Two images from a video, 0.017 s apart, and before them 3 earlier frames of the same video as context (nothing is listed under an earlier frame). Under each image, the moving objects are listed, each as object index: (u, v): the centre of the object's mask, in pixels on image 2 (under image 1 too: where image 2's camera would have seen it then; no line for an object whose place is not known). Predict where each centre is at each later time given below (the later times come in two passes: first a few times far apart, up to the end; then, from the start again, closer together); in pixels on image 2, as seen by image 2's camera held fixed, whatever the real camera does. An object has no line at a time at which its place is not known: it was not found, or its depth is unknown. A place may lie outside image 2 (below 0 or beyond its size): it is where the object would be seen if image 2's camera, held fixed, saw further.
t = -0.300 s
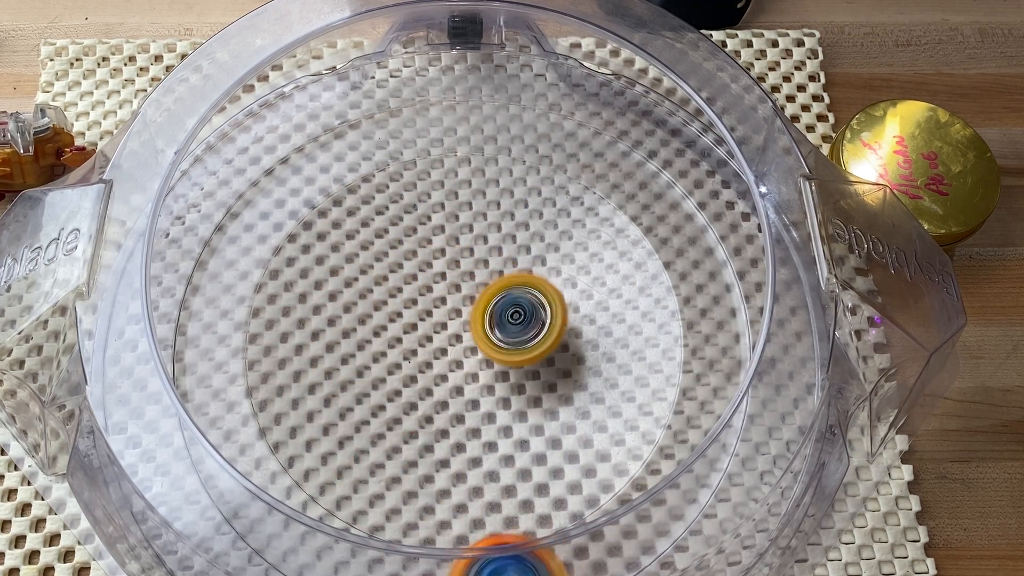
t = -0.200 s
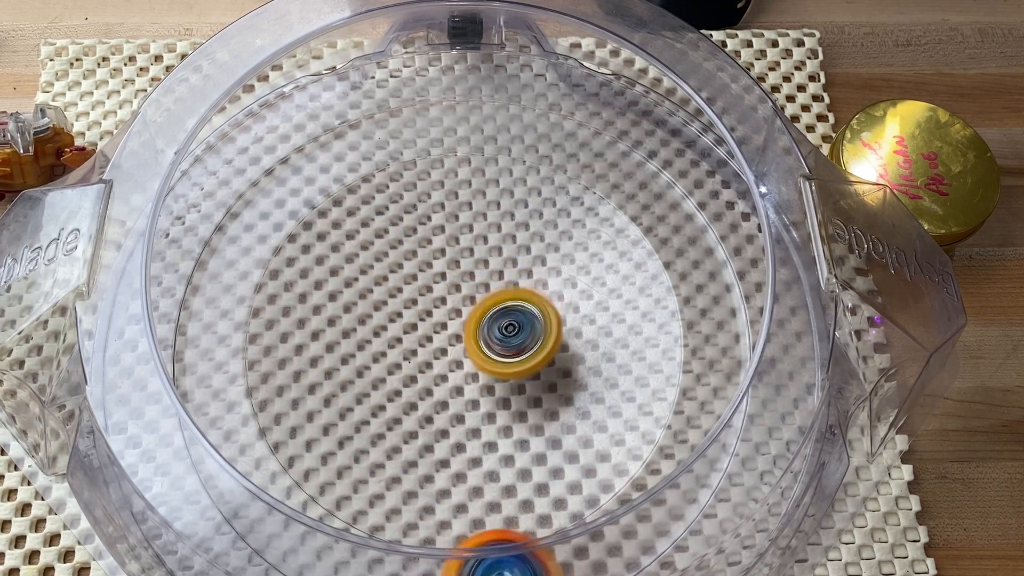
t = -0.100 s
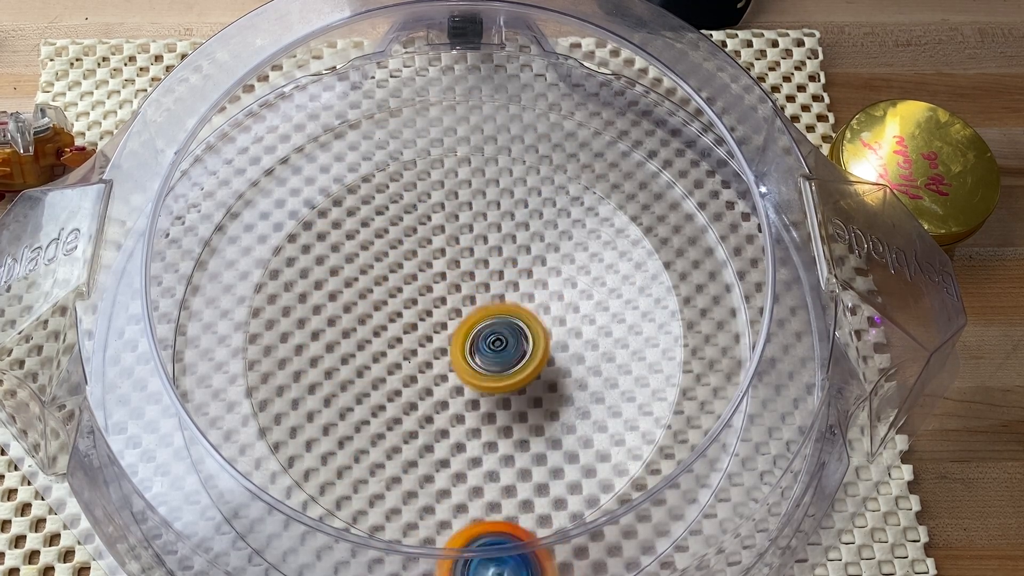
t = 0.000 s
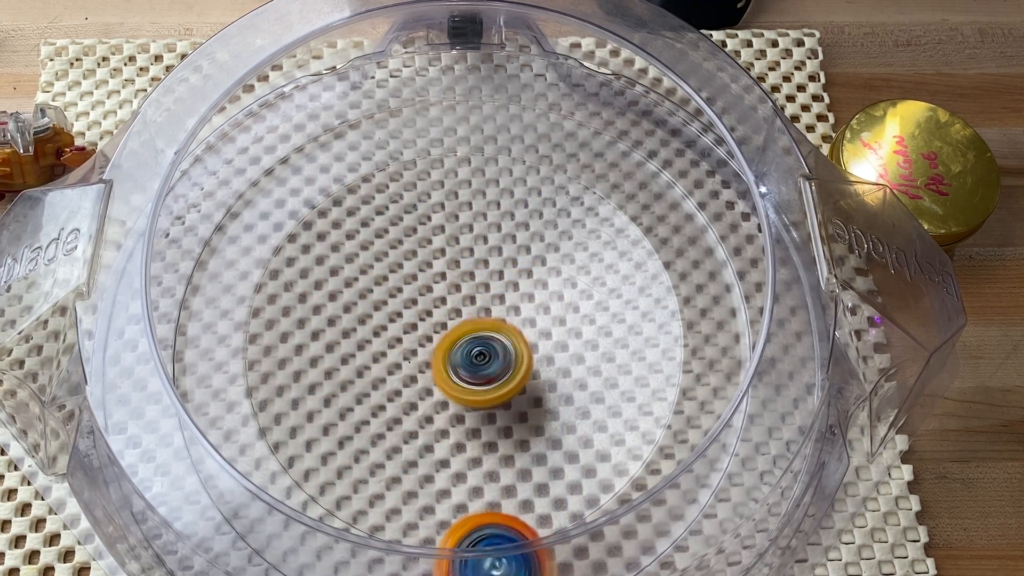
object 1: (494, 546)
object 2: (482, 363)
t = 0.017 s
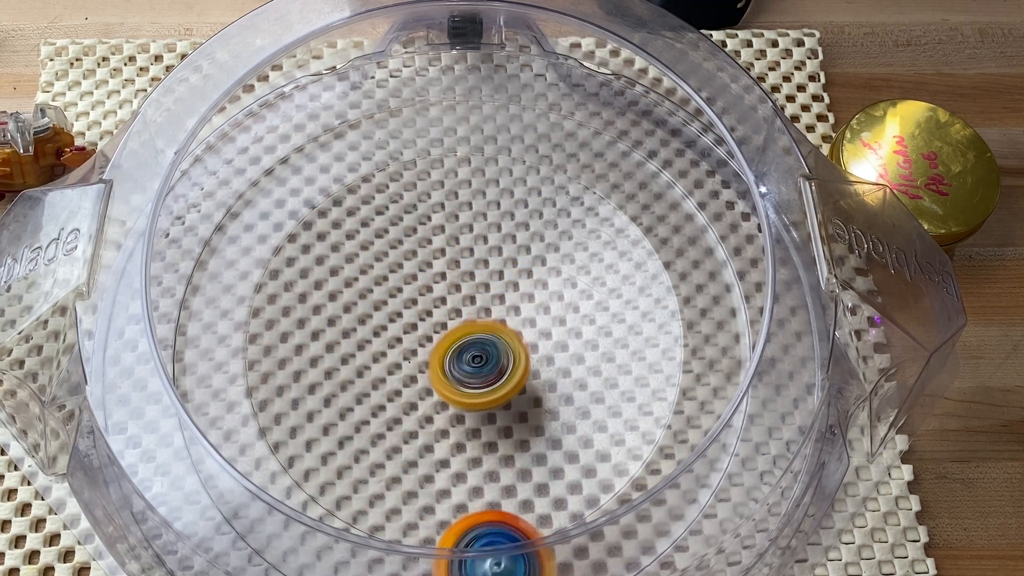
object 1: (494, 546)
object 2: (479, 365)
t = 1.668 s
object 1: (307, 161)
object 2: (485, 358)
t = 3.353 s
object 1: (435, 290)
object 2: (333, 290)
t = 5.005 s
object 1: (449, 346)
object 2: (504, 271)
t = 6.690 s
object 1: (512, 325)
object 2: (388, 345)
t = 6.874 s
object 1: (496, 354)
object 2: (409, 358)
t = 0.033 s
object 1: (495, 546)
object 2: (476, 367)
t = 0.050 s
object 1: (495, 544)
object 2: (473, 369)
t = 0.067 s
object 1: (495, 542)
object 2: (470, 371)
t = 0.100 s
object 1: (493, 541)
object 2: (465, 374)
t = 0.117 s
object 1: (494, 541)
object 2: (462, 375)
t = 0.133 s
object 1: (494, 540)
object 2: (459, 376)
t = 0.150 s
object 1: (496, 538)
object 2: (457, 377)
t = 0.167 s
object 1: (496, 537)
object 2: (454, 377)
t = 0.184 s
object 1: (496, 535)
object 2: (452, 377)
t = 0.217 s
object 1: (496, 533)
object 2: (448, 377)
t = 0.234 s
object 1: (498, 533)
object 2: (447, 376)
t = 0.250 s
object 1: (499, 531)
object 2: (446, 376)
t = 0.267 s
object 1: (502, 528)
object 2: (444, 375)
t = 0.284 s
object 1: (502, 525)
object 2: (443, 374)
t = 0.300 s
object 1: (504, 521)
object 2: (442, 372)
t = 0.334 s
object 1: (509, 501)
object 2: (440, 369)
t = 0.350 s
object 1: (515, 494)
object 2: (438, 367)
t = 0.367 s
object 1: (518, 485)
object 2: (437, 364)
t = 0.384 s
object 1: (523, 471)
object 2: (436, 362)
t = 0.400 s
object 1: (529, 457)
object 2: (435, 359)
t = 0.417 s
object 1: (534, 440)
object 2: (434, 357)
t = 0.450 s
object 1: (545, 404)
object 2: (433, 351)
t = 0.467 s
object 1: (549, 384)
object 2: (432, 348)
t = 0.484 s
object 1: (551, 365)
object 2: (431, 344)
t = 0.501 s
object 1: (551, 343)
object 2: (431, 341)
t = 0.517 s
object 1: (549, 324)
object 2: (430, 338)
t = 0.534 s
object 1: (544, 303)
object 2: (430, 333)
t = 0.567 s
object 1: (528, 266)
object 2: (429, 327)
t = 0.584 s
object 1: (518, 248)
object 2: (429, 323)
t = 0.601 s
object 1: (507, 233)
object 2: (430, 320)
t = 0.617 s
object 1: (493, 218)
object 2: (429, 317)
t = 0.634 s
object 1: (481, 205)
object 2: (430, 313)
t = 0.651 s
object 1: (464, 194)
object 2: (430, 311)
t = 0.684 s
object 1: (432, 176)
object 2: (431, 304)
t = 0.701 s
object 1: (416, 169)
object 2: (432, 302)
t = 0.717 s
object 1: (400, 163)
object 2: (432, 299)
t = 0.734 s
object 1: (381, 159)
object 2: (434, 297)
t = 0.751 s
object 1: (365, 157)
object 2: (434, 295)
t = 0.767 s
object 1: (351, 157)
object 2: (435, 293)
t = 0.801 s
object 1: (327, 156)
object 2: (437, 290)
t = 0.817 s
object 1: (315, 156)
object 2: (439, 289)
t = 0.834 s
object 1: (307, 156)
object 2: (440, 288)
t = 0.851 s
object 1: (301, 158)
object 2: (441, 288)
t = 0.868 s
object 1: (297, 157)
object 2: (443, 287)
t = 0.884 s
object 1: (294, 156)
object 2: (445, 287)
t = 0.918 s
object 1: (289, 154)
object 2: (449, 287)
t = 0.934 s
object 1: (289, 155)
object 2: (451, 287)
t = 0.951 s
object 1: (289, 154)
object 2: (453, 287)
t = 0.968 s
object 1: (289, 153)
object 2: (456, 288)
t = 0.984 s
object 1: (287, 152)
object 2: (458, 289)
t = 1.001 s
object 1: (286, 151)
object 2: (461, 289)
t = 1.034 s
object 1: (287, 150)
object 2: (466, 291)
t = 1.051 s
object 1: (287, 150)
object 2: (469, 292)
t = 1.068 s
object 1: (286, 151)
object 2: (472, 294)
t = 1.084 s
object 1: (287, 151)
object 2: (474, 295)
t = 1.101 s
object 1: (288, 151)
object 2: (478, 296)
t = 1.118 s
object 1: (288, 150)
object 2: (480, 298)
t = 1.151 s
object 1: (287, 150)
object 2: (486, 301)
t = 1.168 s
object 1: (287, 150)
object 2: (488, 304)
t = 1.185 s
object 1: (288, 150)
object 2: (491, 305)
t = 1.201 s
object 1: (288, 149)
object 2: (493, 307)
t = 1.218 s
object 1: (289, 149)
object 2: (495, 309)
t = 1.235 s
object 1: (288, 150)
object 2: (497, 311)
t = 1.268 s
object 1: (291, 149)
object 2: (501, 315)
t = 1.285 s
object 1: (291, 149)
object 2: (503, 317)
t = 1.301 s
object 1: (291, 150)
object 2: (504, 319)
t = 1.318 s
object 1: (291, 151)
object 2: (505, 321)
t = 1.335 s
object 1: (292, 150)
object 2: (507, 323)
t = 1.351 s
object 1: (294, 150)
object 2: (508, 326)
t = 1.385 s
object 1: (295, 150)
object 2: (509, 329)
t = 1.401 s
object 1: (295, 152)
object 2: (509, 332)
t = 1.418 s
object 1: (296, 151)
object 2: (509, 333)
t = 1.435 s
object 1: (298, 151)
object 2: (509, 335)
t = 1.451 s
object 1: (298, 151)
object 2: (508, 337)
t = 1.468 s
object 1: (298, 152)
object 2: (507, 338)
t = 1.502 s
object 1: (300, 153)
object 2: (505, 342)
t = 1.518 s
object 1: (302, 153)
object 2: (504, 344)
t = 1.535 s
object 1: (301, 154)
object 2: (503, 346)
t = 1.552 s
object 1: (302, 155)
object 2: (501, 347)
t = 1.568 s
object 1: (303, 157)
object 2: (499, 349)
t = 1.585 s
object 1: (304, 157)
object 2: (497, 351)
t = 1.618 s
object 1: (304, 159)
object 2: (492, 354)
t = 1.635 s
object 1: (305, 159)
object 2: (490, 356)
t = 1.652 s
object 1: (306, 161)
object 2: (487, 357)
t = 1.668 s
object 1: (307, 161)
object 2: (485, 358)
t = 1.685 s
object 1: (308, 161)
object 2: (482, 360)
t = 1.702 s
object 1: (308, 164)
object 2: (478, 360)
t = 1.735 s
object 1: (310, 166)
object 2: (473, 363)
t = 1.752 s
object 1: (310, 167)
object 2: (469, 363)
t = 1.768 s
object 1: (310, 168)
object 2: (467, 364)
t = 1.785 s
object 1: (310, 170)
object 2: (464, 365)
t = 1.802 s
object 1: (311, 171)
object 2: (461, 364)
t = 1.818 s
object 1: (312, 172)
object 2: (458, 365)
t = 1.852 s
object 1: (311, 176)
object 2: (453, 365)
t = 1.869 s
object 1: (312, 178)
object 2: (451, 365)
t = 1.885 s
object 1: (312, 179)
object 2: (448, 364)
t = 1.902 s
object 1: (313, 179)
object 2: (446, 364)
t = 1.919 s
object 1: (312, 182)
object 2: (444, 363)
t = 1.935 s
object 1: (312, 184)
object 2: (442, 362)
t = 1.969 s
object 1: (313, 192)
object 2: (439, 360)
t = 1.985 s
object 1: (314, 197)
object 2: (437, 359)
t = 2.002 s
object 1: (315, 207)
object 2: (436, 357)
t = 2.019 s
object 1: (317, 215)
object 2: (435, 356)
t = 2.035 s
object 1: (321, 226)
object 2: (433, 355)
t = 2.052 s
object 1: (323, 237)
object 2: (433, 353)
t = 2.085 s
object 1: (328, 267)
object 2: (431, 349)
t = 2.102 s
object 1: (332, 282)
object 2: (430, 346)
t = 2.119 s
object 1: (337, 299)
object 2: (430, 344)
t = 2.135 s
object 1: (337, 316)
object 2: (434, 347)
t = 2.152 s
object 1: (335, 327)
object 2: (446, 351)
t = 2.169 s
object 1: (332, 339)
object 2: (462, 358)
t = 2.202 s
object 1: (331, 361)
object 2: (492, 362)
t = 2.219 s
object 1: (334, 376)
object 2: (504, 365)
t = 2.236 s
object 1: (340, 385)
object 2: (515, 364)
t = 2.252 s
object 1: (347, 397)
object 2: (526, 365)
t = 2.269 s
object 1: (358, 410)
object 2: (535, 363)
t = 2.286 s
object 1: (370, 419)
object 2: (542, 360)
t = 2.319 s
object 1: (398, 440)
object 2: (558, 355)
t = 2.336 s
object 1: (416, 448)
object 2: (565, 353)
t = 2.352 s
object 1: (434, 453)
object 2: (571, 351)
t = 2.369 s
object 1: (452, 458)
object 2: (577, 349)
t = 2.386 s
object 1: (472, 460)
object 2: (582, 347)
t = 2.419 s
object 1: (511, 457)
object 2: (592, 343)
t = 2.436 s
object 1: (530, 452)
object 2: (596, 341)
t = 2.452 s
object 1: (548, 445)
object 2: (600, 339)
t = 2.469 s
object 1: (563, 437)
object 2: (603, 337)
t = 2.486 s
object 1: (574, 435)
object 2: (611, 329)
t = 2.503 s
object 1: (580, 435)
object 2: (620, 318)
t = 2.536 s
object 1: (586, 434)
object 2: (631, 295)
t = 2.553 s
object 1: (588, 432)
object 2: (636, 286)
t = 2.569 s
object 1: (587, 431)
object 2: (638, 279)
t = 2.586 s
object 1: (587, 429)
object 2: (639, 272)
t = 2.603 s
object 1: (589, 427)
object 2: (640, 266)
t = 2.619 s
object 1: (587, 426)
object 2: (641, 260)
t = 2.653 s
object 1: (587, 422)
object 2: (641, 250)
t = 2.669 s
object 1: (586, 421)
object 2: (641, 245)
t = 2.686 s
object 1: (585, 418)
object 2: (640, 241)
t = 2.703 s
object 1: (585, 415)
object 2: (639, 236)
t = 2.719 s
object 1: (584, 414)
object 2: (637, 232)
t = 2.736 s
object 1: (584, 412)
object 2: (635, 228)
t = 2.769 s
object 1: (582, 408)
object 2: (629, 222)
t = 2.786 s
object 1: (582, 405)
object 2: (626, 219)
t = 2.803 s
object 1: (581, 403)
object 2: (622, 217)
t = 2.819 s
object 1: (580, 402)
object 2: (617, 216)
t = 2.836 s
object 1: (579, 399)
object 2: (612, 214)
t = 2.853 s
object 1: (577, 397)
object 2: (607, 213)
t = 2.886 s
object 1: (576, 393)
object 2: (595, 212)
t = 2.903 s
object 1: (574, 391)
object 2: (588, 211)
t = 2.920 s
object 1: (574, 389)
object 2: (582, 211)
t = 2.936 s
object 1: (572, 386)
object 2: (575, 211)
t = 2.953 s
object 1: (570, 384)
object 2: (566, 213)
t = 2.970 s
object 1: (570, 382)
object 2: (558, 213)
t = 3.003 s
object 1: (564, 377)
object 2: (541, 215)
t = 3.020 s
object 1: (564, 375)
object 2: (532, 217)
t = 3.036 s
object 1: (560, 371)
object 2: (522, 219)
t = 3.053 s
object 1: (557, 368)
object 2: (512, 221)
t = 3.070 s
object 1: (555, 363)
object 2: (502, 224)
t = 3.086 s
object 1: (549, 359)
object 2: (491, 226)
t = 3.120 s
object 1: (539, 347)
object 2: (470, 233)
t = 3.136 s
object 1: (533, 343)
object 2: (459, 236)
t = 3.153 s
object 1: (527, 336)
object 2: (449, 239)
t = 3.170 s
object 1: (519, 329)
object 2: (438, 243)
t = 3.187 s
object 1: (512, 324)
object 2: (428, 247)
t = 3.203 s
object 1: (504, 318)
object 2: (417, 251)
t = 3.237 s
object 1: (487, 308)
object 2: (396, 260)
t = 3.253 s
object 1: (478, 302)
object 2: (387, 265)
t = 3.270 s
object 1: (469, 298)
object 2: (378, 269)
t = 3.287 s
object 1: (462, 295)
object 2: (368, 274)
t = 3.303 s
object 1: (454, 292)
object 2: (360, 278)
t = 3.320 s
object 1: (447, 292)
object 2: (350, 282)
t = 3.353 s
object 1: (435, 290)
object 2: (333, 290)
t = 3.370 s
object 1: (431, 291)
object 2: (325, 293)
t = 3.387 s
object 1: (427, 291)
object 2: (317, 297)
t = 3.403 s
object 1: (423, 294)
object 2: (310, 300)
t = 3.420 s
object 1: (420, 294)
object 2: (303, 304)
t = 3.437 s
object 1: (417, 295)
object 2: (297, 308)
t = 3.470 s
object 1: (415, 298)
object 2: (287, 313)
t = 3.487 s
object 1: (414, 299)
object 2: (282, 316)
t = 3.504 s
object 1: (415, 300)
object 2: (278, 319)
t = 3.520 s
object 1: (414, 301)
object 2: (274, 321)
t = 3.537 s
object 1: (414, 302)
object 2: (271, 324)
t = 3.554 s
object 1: (414, 301)
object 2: (268, 326)
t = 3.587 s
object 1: (414, 303)
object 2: (264, 332)
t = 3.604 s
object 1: (413, 304)
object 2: (263, 333)
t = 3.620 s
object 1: (414, 305)
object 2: (263, 336)
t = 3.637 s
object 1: (413, 305)
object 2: (264, 338)
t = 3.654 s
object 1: (413, 306)
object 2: (265, 340)
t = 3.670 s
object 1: (414, 306)
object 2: (267, 342)
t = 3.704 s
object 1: (415, 309)
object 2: (271, 346)
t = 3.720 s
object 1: (416, 309)
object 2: (274, 348)
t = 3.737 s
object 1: (417, 311)
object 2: (278, 351)
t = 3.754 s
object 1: (418, 311)
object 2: (284, 353)
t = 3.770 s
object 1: (418, 312)
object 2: (290, 356)
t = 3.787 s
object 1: (421, 314)
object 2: (296, 359)
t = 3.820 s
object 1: (421, 315)
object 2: (309, 364)
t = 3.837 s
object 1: (423, 315)
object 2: (317, 366)
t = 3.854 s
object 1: (423, 317)
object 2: (325, 369)
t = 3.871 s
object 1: (424, 317)
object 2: (333, 372)
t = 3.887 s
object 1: (424, 317)
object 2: (342, 374)
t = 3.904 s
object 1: (427, 318)
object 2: (353, 377)
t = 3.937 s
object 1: (430, 316)
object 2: (372, 382)
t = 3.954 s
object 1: (433, 316)
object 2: (380, 386)
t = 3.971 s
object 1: (435, 315)
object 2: (389, 389)
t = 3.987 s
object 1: (438, 316)
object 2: (394, 394)
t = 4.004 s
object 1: (443, 314)
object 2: (401, 399)
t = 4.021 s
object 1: (447, 316)
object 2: (410, 403)
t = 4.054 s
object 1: (453, 317)
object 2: (428, 410)
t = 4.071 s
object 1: (456, 318)
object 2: (436, 413)
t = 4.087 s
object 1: (457, 319)
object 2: (445, 415)
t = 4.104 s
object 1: (458, 321)
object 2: (453, 417)
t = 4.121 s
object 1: (457, 321)
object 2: (462, 419)
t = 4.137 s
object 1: (458, 323)
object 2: (470, 420)
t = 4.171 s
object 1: (458, 324)
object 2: (485, 419)
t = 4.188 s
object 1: (460, 325)
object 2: (493, 420)
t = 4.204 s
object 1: (459, 327)
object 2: (499, 420)
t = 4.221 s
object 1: (460, 328)
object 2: (505, 419)
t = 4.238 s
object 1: (459, 329)
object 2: (512, 417)
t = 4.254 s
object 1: (461, 330)
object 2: (518, 416)
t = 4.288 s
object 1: (461, 333)
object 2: (529, 414)
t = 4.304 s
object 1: (461, 334)
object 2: (533, 411)
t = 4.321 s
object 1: (462, 337)
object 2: (538, 408)
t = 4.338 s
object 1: (461, 338)
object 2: (543, 406)
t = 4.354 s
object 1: (462, 340)
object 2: (547, 404)
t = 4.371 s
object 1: (463, 340)
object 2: (551, 401)
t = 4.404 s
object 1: (463, 344)
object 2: (557, 394)
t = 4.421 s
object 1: (463, 346)
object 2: (558, 391)
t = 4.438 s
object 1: (464, 346)
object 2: (560, 387)
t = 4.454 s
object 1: (464, 348)
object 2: (562, 382)
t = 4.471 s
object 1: (464, 348)
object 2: (563, 378)
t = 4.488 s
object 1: (463, 350)
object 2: (564, 374)
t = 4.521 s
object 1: (463, 352)
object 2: (564, 364)
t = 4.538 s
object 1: (463, 352)
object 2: (564, 360)
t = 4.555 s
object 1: (463, 352)
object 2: (563, 355)
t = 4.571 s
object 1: (463, 353)
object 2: (563, 350)
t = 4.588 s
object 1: (460, 352)
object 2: (566, 349)
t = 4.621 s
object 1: (455, 351)
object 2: (566, 338)
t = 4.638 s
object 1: (456, 350)
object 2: (566, 336)
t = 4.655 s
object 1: (453, 350)
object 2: (564, 332)
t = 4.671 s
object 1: (454, 349)
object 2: (563, 327)
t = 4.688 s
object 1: (453, 349)
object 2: (563, 322)
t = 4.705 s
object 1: (455, 350)
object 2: (563, 319)
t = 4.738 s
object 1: (454, 350)
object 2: (562, 312)
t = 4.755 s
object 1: (452, 350)
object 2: (560, 310)
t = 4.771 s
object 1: (454, 350)
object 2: (557, 307)
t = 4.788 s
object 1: (451, 350)
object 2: (553, 303)
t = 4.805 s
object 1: (453, 349)
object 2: (550, 299)
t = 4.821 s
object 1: (451, 349)
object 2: (548, 296)
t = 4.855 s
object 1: (451, 349)
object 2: (540, 291)
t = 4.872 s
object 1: (453, 349)
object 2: (535, 289)
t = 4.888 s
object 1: (451, 349)
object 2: (531, 286)
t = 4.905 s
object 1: (453, 348)
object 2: (527, 285)
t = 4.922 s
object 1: (451, 349)
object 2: (521, 283)
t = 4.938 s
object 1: (451, 348)
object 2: (516, 280)
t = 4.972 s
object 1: (450, 347)
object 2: (510, 275)
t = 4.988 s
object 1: (449, 347)
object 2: (507, 274)
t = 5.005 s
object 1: (449, 346)
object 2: (504, 271)
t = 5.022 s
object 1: (449, 347)
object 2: (502, 269)
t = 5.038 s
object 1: (447, 346)
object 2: (500, 268)
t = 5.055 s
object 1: (446, 345)
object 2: (499, 266)
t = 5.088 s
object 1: (445, 343)
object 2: (493, 262)
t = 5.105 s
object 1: (446, 342)
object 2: (489, 259)
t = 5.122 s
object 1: (448, 342)
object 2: (487, 257)
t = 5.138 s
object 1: (448, 342)
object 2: (486, 254)
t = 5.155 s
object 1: (447, 339)
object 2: (484, 253)
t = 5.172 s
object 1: (449, 339)
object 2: (482, 253)
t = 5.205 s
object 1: (446, 338)
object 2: (489, 249)
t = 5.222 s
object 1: (442, 339)
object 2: (490, 250)
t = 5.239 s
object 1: (439, 335)
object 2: (490, 250)
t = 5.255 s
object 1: (439, 334)
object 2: (490, 249)
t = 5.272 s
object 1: (438, 332)
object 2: (492, 249)
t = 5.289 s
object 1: (437, 329)
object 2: (493, 250)
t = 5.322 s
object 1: (437, 328)
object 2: (496, 250)
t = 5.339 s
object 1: (436, 329)
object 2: (502, 248)
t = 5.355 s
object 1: (435, 330)
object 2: (507, 248)
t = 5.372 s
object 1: (434, 330)
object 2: (512, 249)
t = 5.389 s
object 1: (434, 331)
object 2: (515, 252)
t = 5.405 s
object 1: (433, 331)
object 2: (517, 255)
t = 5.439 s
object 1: (435, 331)
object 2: (517, 260)
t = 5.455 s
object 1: (435, 332)
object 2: (517, 263)
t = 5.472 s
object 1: (435, 332)
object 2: (518, 266)
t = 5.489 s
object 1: (436, 333)
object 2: (518, 269)
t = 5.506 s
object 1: (437, 333)
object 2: (518, 273)
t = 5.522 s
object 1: (436, 333)
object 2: (518, 278)
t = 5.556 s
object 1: (431, 334)
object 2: (527, 287)
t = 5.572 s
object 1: (430, 334)
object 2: (529, 291)
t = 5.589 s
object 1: (429, 334)
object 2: (530, 296)
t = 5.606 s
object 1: (429, 334)
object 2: (530, 302)
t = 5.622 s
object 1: (430, 333)
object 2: (528, 308)
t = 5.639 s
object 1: (430, 334)
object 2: (526, 313)
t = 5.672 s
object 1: (428, 331)
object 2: (519, 329)
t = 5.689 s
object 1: (429, 331)
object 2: (517, 339)
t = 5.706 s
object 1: (429, 331)
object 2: (515, 348)
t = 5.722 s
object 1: (429, 331)
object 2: (512, 357)
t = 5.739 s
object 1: (429, 329)
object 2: (506, 371)
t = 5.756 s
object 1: (427, 326)
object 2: (502, 384)
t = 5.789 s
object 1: (428, 321)
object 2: (496, 411)
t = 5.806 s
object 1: (428, 321)
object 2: (494, 423)
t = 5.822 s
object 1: (427, 320)
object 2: (491, 435)
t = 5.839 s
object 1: (428, 319)
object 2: (489, 444)
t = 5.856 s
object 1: (429, 319)
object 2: (487, 454)
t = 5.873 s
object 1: (429, 319)
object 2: (484, 463)
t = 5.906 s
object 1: (430, 320)
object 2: (478, 477)
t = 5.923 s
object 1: (431, 322)
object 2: (474, 484)
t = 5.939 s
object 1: (431, 323)
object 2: (472, 491)
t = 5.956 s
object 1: (431, 323)
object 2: (470, 495)
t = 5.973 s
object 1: (432, 323)
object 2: (470, 499)
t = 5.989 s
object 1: (434, 323)
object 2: (469, 501)
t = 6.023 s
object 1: (437, 322)
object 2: (469, 503)
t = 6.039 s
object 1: (439, 323)
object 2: (470, 503)
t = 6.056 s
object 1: (442, 324)
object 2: (470, 503)
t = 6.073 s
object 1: (444, 323)
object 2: (470, 502)
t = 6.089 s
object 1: (447, 323)
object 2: (471, 501)
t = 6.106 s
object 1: (450, 323)
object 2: (473, 498)
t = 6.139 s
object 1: (457, 323)
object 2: (477, 491)
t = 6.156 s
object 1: (461, 324)
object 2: (477, 484)
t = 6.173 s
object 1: (464, 325)
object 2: (478, 480)
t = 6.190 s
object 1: (466, 326)
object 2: (479, 473)
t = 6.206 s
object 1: (470, 326)
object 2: (479, 467)
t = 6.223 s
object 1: (474, 326)
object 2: (479, 461)
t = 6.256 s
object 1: (480, 328)
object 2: (477, 446)
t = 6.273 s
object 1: (483, 328)
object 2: (475, 439)
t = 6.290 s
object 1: (487, 329)
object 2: (473, 431)
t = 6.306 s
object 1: (490, 330)
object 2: (469, 422)
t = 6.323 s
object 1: (492, 331)
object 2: (466, 414)
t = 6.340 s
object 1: (495, 330)
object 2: (460, 407)
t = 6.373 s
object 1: (508, 322)
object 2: (439, 402)
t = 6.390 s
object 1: (513, 318)
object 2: (431, 398)
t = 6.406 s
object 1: (517, 317)
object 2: (423, 393)
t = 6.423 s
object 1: (521, 316)
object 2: (416, 389)
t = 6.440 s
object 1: (524, 316)
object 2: (408, 385)
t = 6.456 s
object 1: (527, 315)
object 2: (402, 379)
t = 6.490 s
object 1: (529, 315)
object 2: (392, 368)
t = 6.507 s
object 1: (529, 316)
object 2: (388, 364)
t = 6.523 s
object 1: (528, 316)
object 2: (384, 359)
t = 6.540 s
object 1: (528, 316)
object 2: (382, 355)
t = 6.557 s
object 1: (526, 317)
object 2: (379, 353)
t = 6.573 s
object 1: (524, 317)
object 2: (378, 350)
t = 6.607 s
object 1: (521, 318)
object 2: (378, 345)
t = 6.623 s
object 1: (519, 318)
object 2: (378, 344)
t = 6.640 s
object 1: (519, 319)
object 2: (380, 344)
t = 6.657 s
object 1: (518, 320)
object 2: (382, 344)
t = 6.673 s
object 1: (515, 323)
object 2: (385, 344)
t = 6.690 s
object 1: (512, 325)
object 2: (388, 345)
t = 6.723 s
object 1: (506, 329)
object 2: (394, 347)
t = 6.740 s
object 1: (504, 332)
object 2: (398, 349)
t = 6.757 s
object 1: (501, 335)
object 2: (402, 350)
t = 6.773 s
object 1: (496, 338)
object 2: (406, 352)
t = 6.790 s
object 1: (493, 341)
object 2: (408, 353)
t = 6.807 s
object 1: (491, 343)
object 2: (409, 356)
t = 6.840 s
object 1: (492, 347)
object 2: (410, 358)
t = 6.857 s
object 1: (493, 351)
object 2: (409, 358)
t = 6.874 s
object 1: (496, 354)
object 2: (409, 358)
